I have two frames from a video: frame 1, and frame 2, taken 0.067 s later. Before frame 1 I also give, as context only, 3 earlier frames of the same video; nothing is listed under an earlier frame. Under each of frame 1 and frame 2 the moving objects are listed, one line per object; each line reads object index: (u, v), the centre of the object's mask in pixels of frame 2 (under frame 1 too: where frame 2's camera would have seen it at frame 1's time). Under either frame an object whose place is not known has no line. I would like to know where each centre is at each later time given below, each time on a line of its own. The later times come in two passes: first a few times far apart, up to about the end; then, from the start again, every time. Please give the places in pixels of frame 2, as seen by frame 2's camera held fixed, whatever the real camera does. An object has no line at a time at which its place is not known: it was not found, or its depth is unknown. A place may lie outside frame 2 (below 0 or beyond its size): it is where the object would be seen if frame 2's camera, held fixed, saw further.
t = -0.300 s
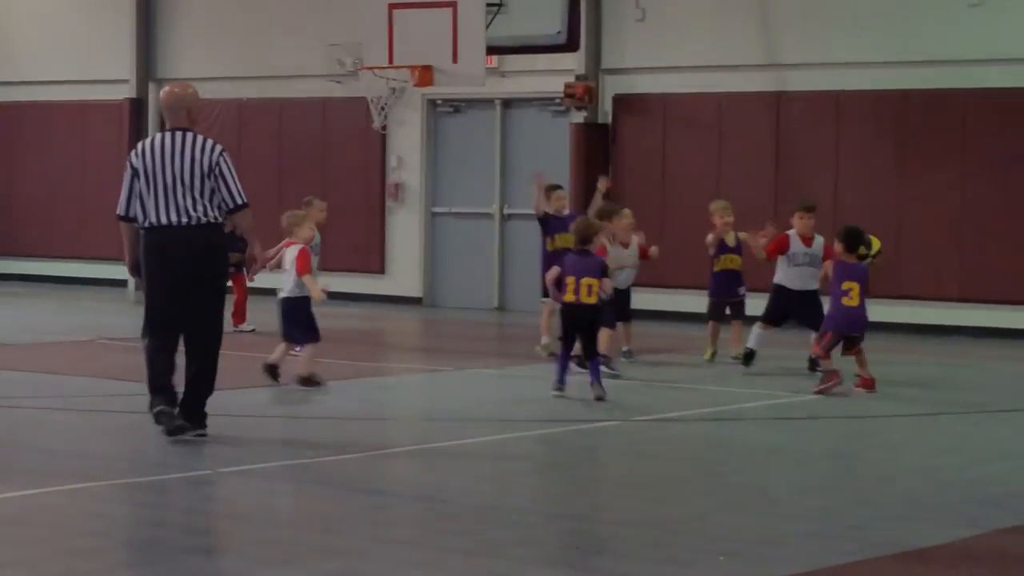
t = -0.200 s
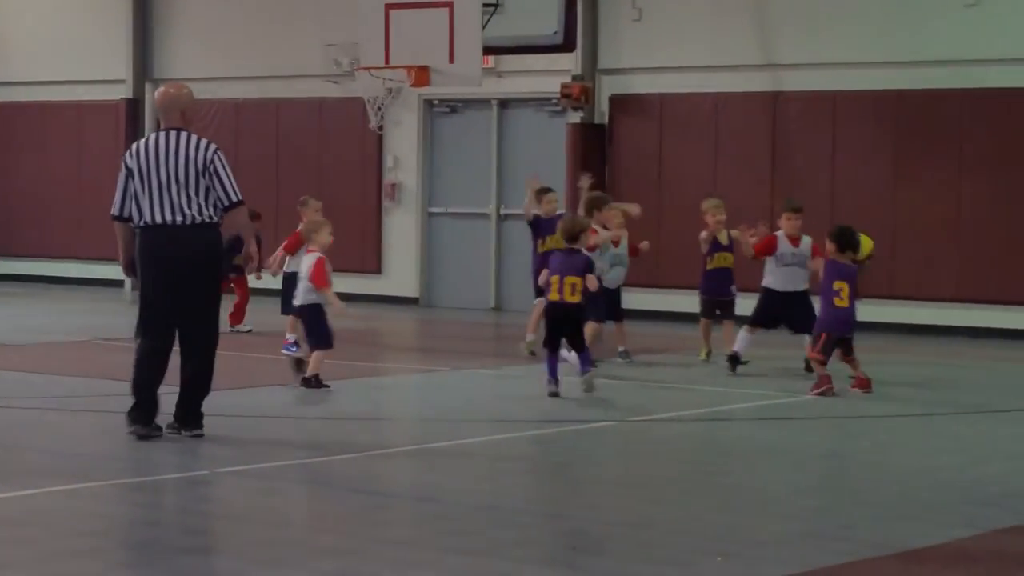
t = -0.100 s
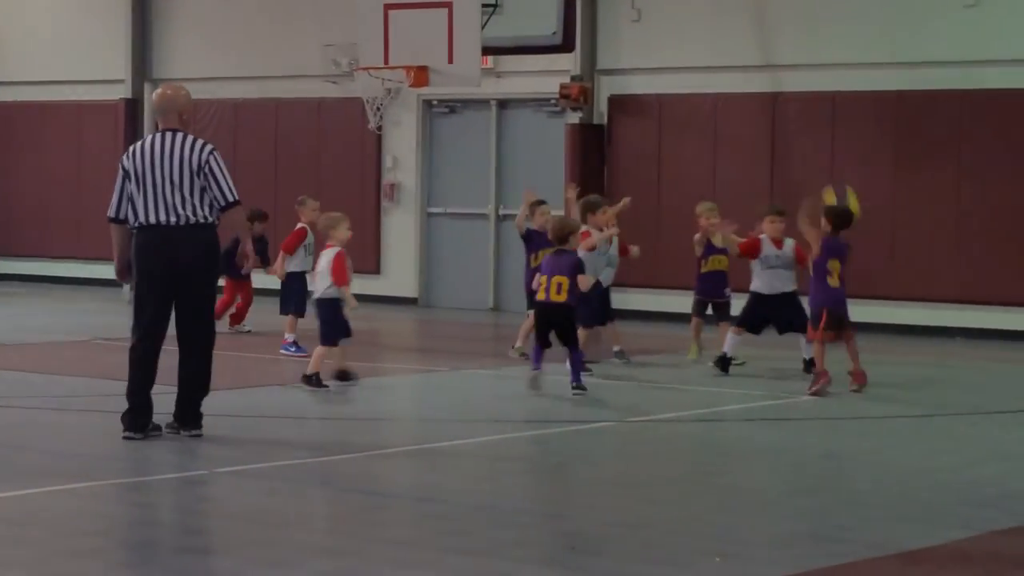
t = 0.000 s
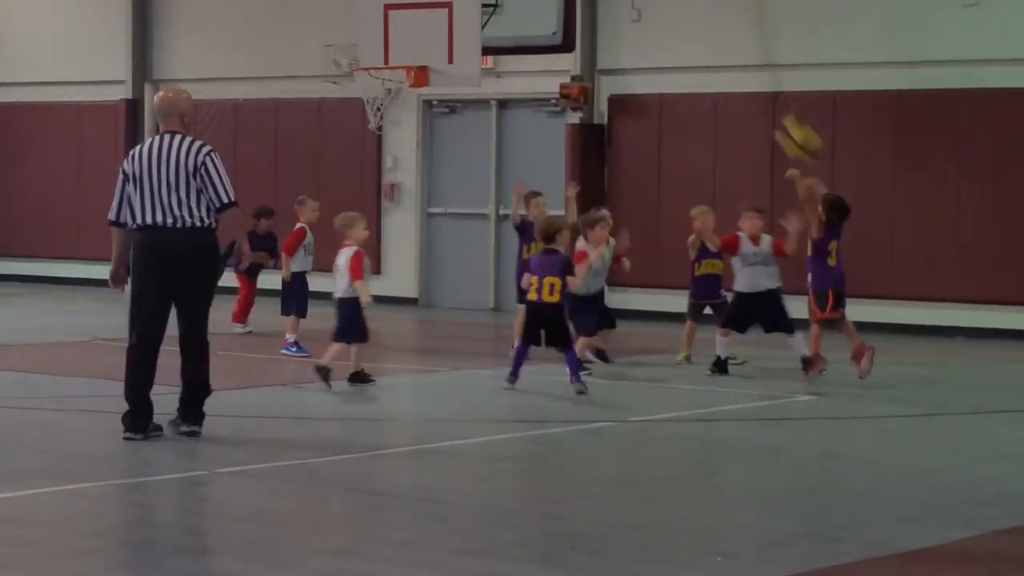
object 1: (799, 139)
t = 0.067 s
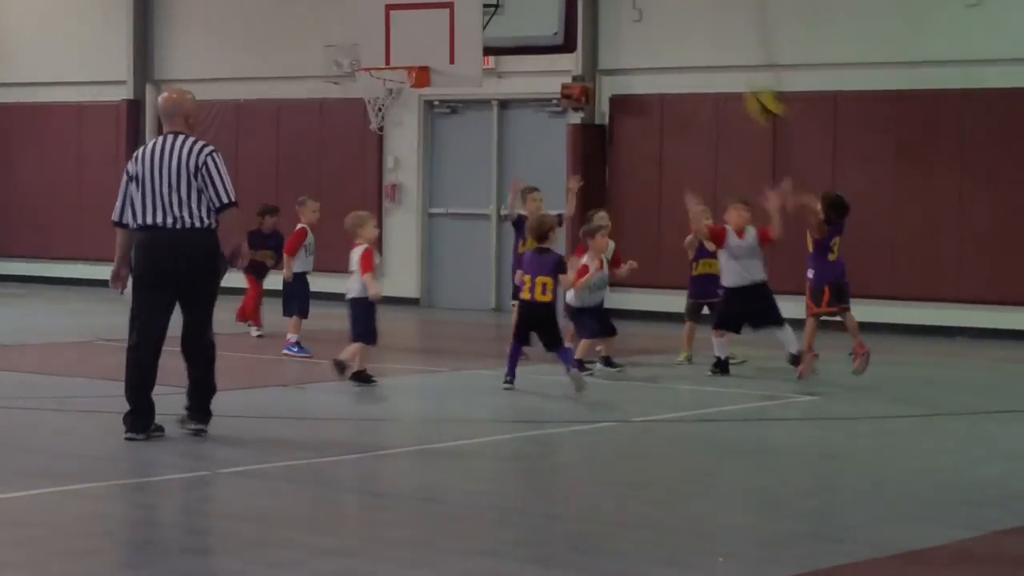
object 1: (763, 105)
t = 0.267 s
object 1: (660, 39)
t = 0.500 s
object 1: (553, 42)
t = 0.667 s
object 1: (480, 94)
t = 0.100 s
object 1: (747, 90)
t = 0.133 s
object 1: (728, 74)
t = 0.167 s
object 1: (710, 63)
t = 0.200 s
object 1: (693, 54)
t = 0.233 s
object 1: (676, 45)
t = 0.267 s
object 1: (660, 39)
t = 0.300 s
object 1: (644, 35)
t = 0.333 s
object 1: (628, 32)
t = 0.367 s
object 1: (612, 32)
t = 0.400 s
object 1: (595, 32)
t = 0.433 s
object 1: (581, 33)
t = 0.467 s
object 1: (567, 37)
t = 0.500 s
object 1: (553, 42)
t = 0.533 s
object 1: (537, 50)
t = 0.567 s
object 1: (524, 57)
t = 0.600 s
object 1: (507, 67)
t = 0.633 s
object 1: (496, 80)
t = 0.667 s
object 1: (480, 94)
